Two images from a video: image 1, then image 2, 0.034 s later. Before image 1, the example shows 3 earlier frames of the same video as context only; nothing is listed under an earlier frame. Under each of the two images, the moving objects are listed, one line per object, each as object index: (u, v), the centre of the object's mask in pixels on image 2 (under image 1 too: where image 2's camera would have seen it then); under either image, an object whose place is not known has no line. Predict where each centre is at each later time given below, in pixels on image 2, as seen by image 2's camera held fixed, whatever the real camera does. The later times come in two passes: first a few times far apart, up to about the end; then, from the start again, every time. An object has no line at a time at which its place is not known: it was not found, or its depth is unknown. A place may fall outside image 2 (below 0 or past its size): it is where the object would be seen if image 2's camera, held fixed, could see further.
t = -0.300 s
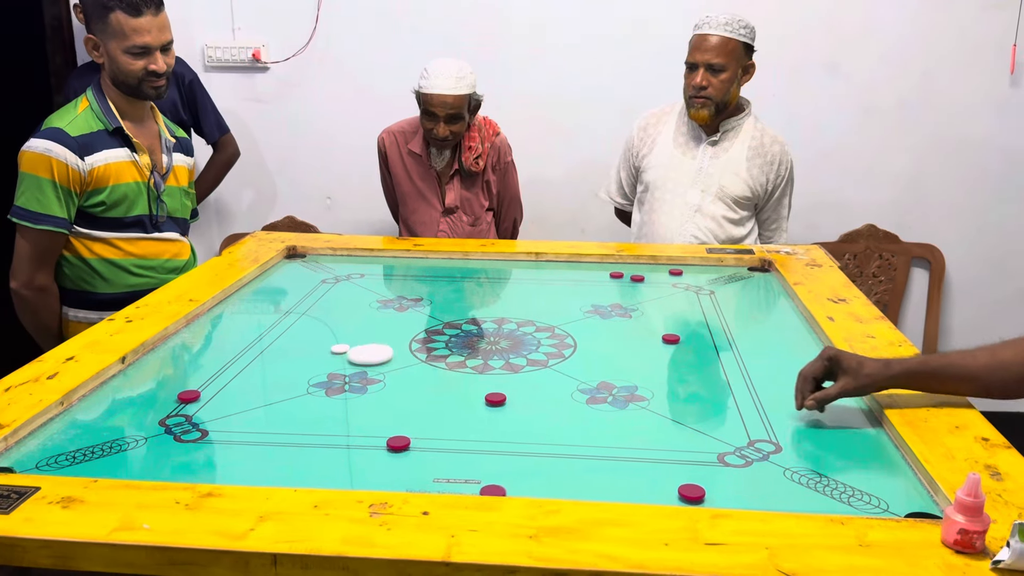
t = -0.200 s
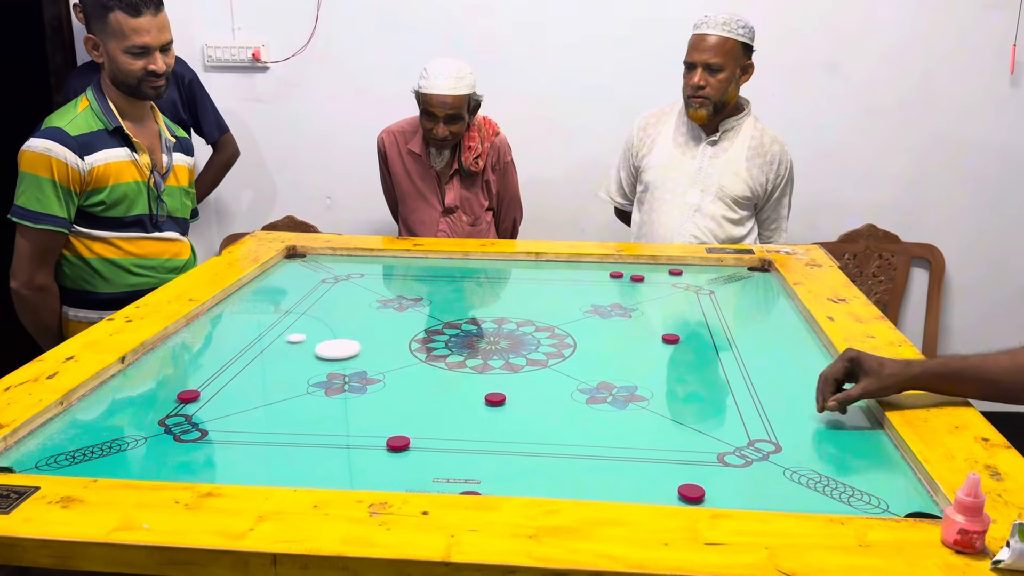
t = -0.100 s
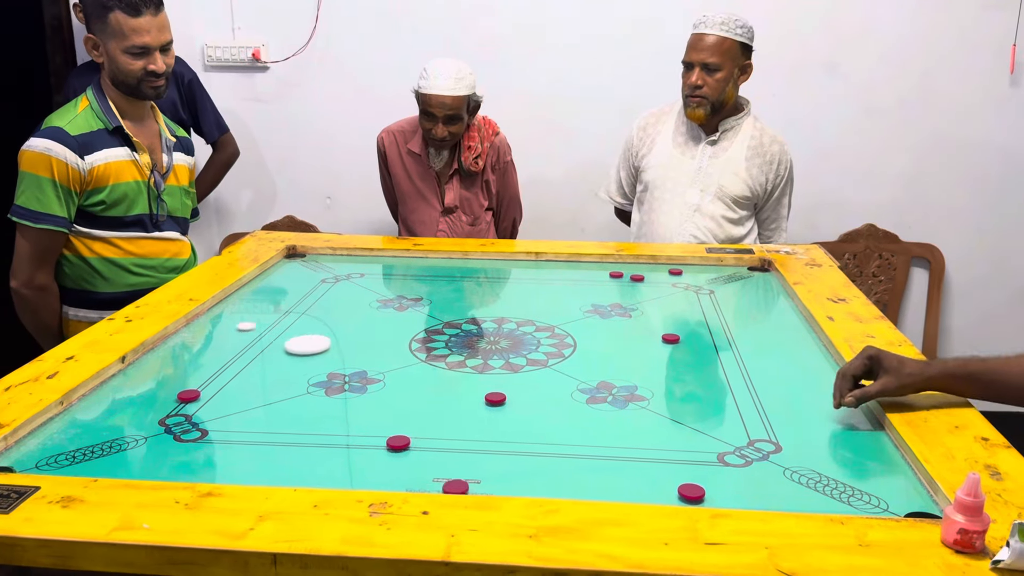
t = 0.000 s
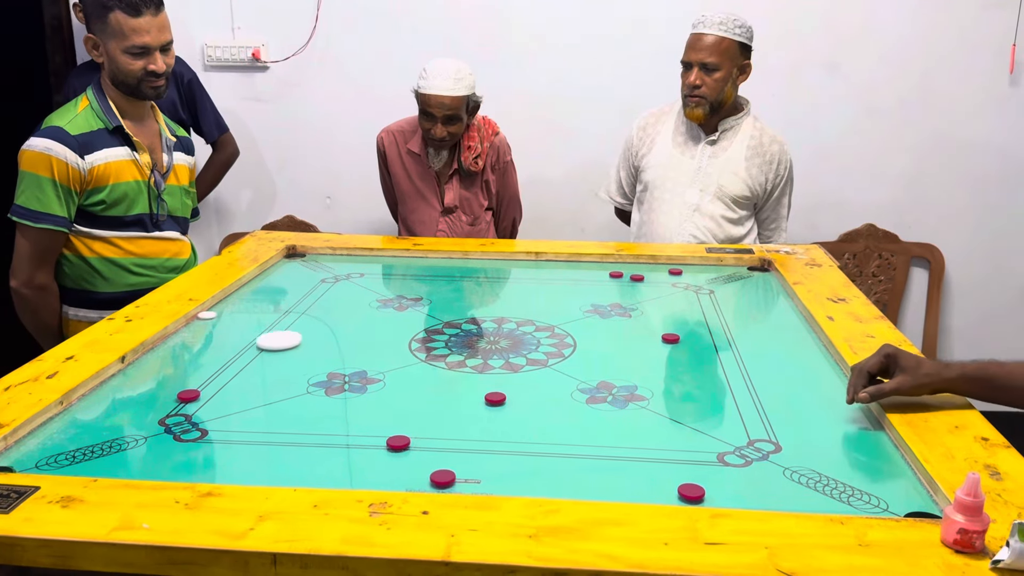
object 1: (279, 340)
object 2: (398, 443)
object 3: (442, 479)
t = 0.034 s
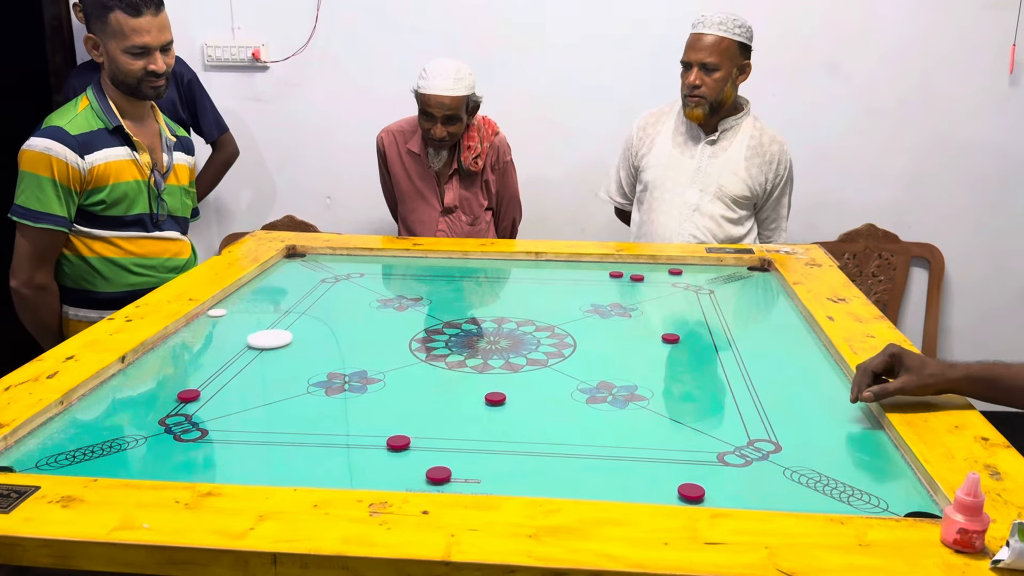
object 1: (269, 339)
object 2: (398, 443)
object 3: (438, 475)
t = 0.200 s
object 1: (225, 333)
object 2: (398, 443)
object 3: (419, 461)
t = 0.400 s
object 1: (216, 328)
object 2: (389, 437)
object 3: (410, 452)
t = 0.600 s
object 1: (258, 327)
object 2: (373, 427)
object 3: (410, 451)
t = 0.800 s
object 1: (297, 326)
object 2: (360, 419)
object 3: (409, 451)
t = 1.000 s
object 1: (332, 324)
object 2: (349, 411)
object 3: (409, 451)
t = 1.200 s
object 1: (363, 323)
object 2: (339, 406)
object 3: (409, 451)
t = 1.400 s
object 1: (388, 323)
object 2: (332, 401)
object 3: (410, 451)
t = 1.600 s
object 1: (410, 322)
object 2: (327, 398)
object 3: (409, 451)
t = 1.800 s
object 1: (429, 322)
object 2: (323, 394)
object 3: (410, 451)
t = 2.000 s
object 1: (443, 322)
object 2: (321, 393)
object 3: (410, 451)
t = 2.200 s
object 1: (455, 322)
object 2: (319, 393)
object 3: (410, 451)
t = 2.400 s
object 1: (465, 322)
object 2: (319, 393)
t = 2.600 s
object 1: (471, 322)
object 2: (319, 392)
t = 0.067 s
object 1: (260, 337)
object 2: (398, 443)
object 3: (434, 472)
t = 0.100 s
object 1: (251, 336)
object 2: (398, 443)
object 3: (431, 469)
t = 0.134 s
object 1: (242, 335)
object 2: (398, 443)
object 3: (427, 467)
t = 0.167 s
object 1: (233, 334)
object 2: (398, 443)
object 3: (423, 463)
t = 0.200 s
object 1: (225, 333)
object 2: (398, 443)
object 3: (419, 461)
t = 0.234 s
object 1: (216, 331)
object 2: (398, 443)
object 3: (416, 458)
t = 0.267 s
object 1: (208, 330)
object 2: (398, 443)
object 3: (412, 455)
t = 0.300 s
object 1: (200, 329)
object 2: (397, 442)
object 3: (409, 453)
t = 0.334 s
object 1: (200, 328)
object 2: (395, 441)
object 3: (409, 452)
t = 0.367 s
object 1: (208, 328)
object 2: (392, 439)
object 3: (409, 452)
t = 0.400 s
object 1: (216, 328)
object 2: (389, 437)
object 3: (410, 452)
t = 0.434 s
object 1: (223, 327)
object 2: (387, 435)
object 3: (410, 452)
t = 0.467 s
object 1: (230, 327)
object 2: (384, 434)
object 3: (410, 452)
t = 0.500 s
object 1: (237, 327)
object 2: (381, 432)
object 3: (410, 452)
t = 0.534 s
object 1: (245, 327)
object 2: (379, 430)
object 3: (410, 451)
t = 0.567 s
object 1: (252, 327)
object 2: (376, 429)
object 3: (410, 451)
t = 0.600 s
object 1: (258, 327)
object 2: (373, 427)
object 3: (410, 451)
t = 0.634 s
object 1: (265, 326)
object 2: (371, 426)
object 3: (410, 451)
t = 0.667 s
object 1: (272, 326)
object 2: (369, 424)
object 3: (410, 451)
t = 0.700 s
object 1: (278, 326)
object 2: (366, 423)
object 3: (410, 451)
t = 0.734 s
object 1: (284, 326)
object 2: (364, 421)
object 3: (410, 451)
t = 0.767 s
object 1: (291, 326)
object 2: (362, 420)
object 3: (409, 451)
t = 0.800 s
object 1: (297, 326)
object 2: (360, 419)
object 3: (409, 451)
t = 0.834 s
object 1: (303, 325)
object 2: (358, 417)
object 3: (409, 451)
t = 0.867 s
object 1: (309, 325)
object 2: (356, 416)
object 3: (409, 451)
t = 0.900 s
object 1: (315, 325)
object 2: (354, 415)
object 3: (409, 451)
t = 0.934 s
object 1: (321, 325)
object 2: (352, 414)
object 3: (409, 451)
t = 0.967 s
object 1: (326, 325)
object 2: (350, 413)
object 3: (409, 451)
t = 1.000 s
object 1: (332, 324)
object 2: (349, 411)
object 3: (409, 451)
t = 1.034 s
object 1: (338, 324)
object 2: (347, 411)
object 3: (409, 451)
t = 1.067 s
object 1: (343, 324)
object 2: (345, 409)
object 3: (409, 451)
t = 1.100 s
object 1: (348, 324)
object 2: (344, 408)
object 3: (410, 451)
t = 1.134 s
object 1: (353, 324)
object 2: (342, 407)
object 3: (409, 451)
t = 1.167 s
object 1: (358, 324)
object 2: (341, 407)
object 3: (409, 451)
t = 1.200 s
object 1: (363, 323)
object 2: (339, 406)
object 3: (409, 451)
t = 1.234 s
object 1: (367, 323)
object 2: (338, 405)
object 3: (410, 451)
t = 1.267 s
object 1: (372, 323)
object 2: (337, 404)
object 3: (410, 451)
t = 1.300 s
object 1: (376, 323)
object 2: (336, 403)
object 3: (410, 451)
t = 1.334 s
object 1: (380, 323)
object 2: (334, 403)
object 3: (410, 451)
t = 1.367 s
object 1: (384, 323)
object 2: (333, 402)
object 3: (410, 451)
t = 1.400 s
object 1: (388, 323)
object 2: (332, 401)
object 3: (410, 451)
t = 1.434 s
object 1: (392, 323)
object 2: (331, 401)
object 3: (410, 451)
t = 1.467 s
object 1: (396, 323)
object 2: (330, 400)
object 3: (410, 451)
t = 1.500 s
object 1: (399, 323)
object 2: (329, 399)
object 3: (410, 451)
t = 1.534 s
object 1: (403, 323)
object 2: (328, 399)
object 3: (409, 451)
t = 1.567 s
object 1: (407, 322)
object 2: (327, 398)
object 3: (409, 451)
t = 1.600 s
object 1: (410, 322)
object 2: (327, 398)
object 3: (409, 451)
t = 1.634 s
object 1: (413, 322)
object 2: (326, 397)
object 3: (410, 451)
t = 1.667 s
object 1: (417, 322)
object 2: (325, 396)
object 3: (410, 451)
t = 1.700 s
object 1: (419, 322)
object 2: (325, 396)
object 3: (410, 451)
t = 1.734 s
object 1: (423, 322)
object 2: (324, 395)
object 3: (410, 451)
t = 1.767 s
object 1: (426, 322)
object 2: (324, 395)
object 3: (410, 451)
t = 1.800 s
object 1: (429, 322)
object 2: (323, 394)
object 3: (410, 451)
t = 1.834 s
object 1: (431, 322)
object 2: (323, 394)
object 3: (410, 451)
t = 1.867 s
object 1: (433, 322)
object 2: (322, 394)
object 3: (410, 451)
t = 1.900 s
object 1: (435, 322)
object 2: (322, 393)
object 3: (410, 451)
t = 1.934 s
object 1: (438, 322)
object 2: (322, 393)
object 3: (410, 451)
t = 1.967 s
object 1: (440, 322)
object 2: (321, 393)
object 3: (410, 451)
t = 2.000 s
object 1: (443, 322)
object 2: (321, 393)
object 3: (410, 451)
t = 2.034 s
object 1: (445, 322)
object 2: (320, 392)
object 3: (410, 451)
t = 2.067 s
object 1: (447, 322)
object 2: (320, 392)
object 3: (410, 451)
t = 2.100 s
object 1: (449, 322)
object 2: (319, 392)
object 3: (410, 451)
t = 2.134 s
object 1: (451, 322)
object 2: (319, 392)
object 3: (410, 451)
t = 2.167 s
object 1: (453, 322)
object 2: (319, 392)
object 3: (410, 451)
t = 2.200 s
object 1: (455, 322)
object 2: (319, 393)
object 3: (410, 451)
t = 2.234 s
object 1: (457, 322)
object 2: (319, 392)
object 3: (410, 451)
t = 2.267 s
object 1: (459, 322)
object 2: (319, 392)
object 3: (410, 451)
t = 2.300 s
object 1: (461, 322)
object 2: (319, 392)
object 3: (410, 451)
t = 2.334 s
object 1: (462, 322)
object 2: (319, 392)
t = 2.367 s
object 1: (463, 322)
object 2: (319, 393)
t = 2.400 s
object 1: (465, 322)
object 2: (319, 393)
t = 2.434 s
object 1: (466, 322)
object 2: (319, 392)
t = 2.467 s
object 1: (467, 322)
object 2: (319, 392)
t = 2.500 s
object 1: (468, 322)
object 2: (319, 392)
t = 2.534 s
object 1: (469, 322)
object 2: (319, 392)
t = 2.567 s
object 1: (470, 322)
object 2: (319, 393)
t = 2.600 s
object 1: (471, 322)
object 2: (319, 392)
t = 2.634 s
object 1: (471, 321)
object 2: (319, 392)
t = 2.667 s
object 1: (472, 322)
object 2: (319, 392)
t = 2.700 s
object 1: (473, 321)
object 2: (320, 392)
